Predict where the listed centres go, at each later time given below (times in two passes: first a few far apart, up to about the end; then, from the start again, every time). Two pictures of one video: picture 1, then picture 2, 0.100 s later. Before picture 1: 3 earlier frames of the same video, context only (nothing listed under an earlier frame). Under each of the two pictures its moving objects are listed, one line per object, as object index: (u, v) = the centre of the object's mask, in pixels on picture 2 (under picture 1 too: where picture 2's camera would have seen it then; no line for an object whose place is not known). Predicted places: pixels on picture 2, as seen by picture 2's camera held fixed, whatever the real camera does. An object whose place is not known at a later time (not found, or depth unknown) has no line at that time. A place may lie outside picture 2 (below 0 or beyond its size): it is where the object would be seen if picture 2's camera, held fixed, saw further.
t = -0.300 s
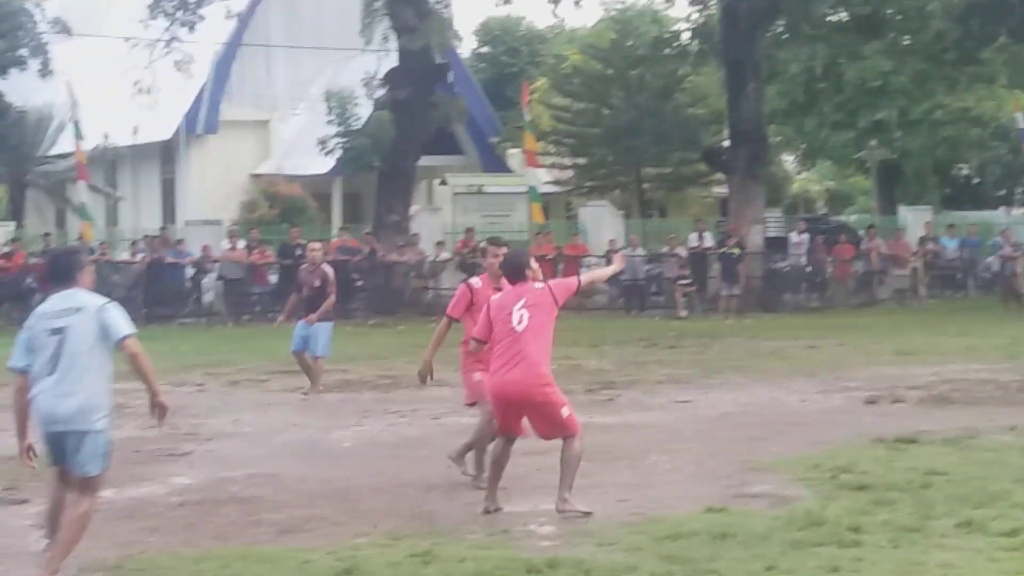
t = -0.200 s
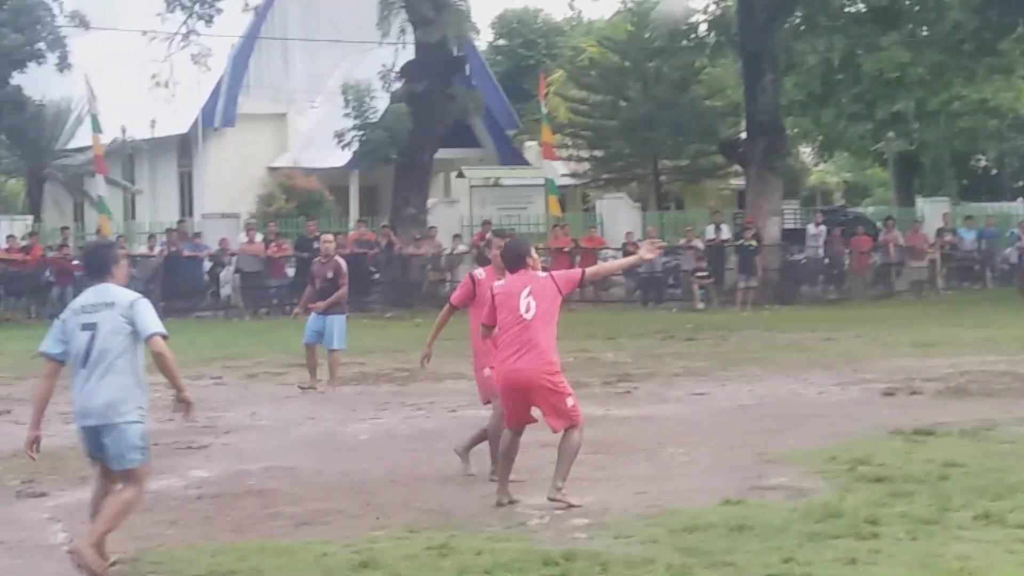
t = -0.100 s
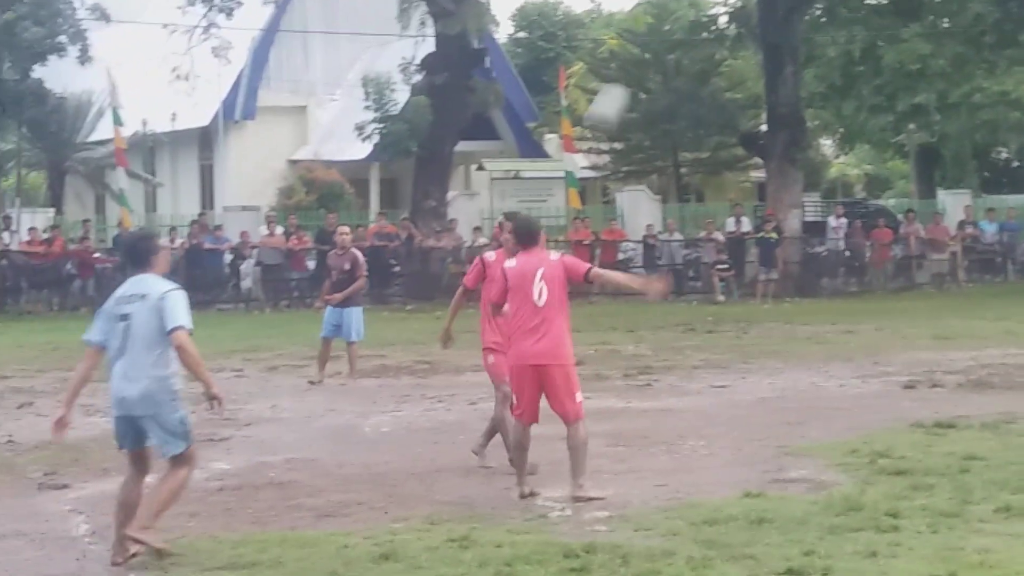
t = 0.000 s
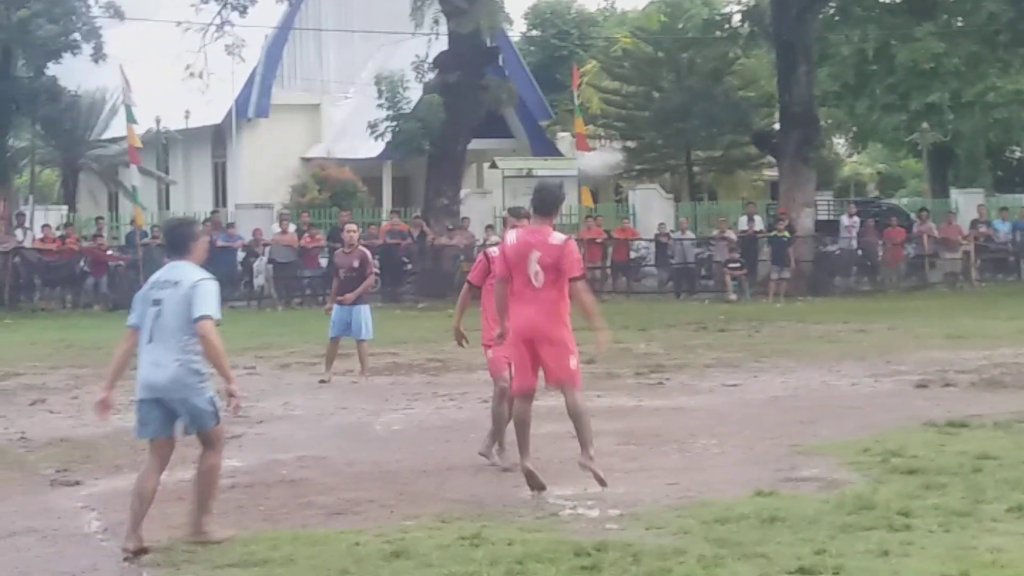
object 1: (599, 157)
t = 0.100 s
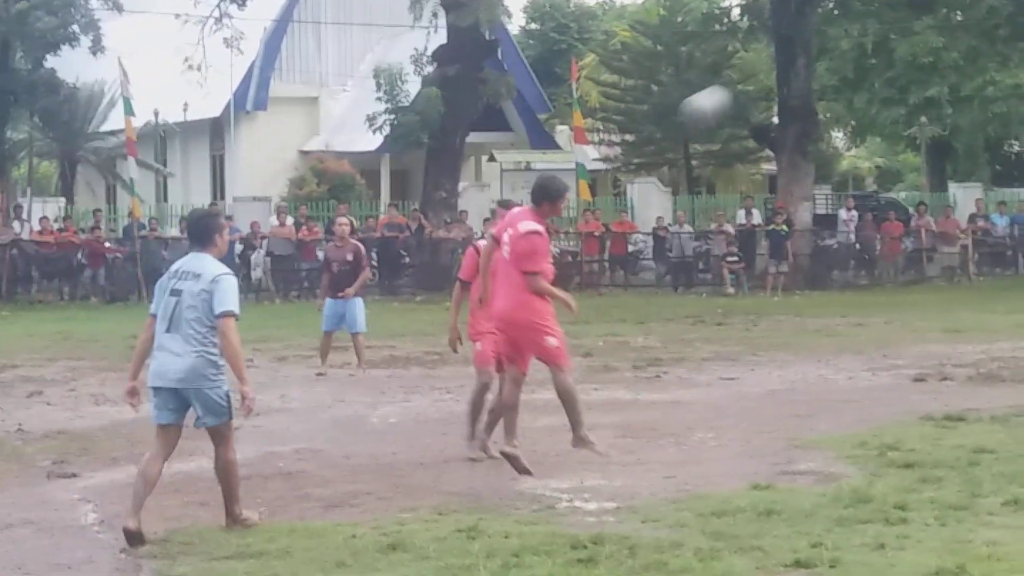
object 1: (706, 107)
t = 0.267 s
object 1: (875, 57)
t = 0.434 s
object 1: (1023, 50)
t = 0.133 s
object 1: (742, 94)
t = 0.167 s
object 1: (777, 82)
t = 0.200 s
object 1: (809, 74)
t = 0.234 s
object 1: (842, 65)
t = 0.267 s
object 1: (875, 57)
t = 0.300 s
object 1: (906, 53)
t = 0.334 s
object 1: (935, 51)
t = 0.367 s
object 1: (965, 50)
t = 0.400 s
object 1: (993, 49)
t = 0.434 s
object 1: (1023, 50)
